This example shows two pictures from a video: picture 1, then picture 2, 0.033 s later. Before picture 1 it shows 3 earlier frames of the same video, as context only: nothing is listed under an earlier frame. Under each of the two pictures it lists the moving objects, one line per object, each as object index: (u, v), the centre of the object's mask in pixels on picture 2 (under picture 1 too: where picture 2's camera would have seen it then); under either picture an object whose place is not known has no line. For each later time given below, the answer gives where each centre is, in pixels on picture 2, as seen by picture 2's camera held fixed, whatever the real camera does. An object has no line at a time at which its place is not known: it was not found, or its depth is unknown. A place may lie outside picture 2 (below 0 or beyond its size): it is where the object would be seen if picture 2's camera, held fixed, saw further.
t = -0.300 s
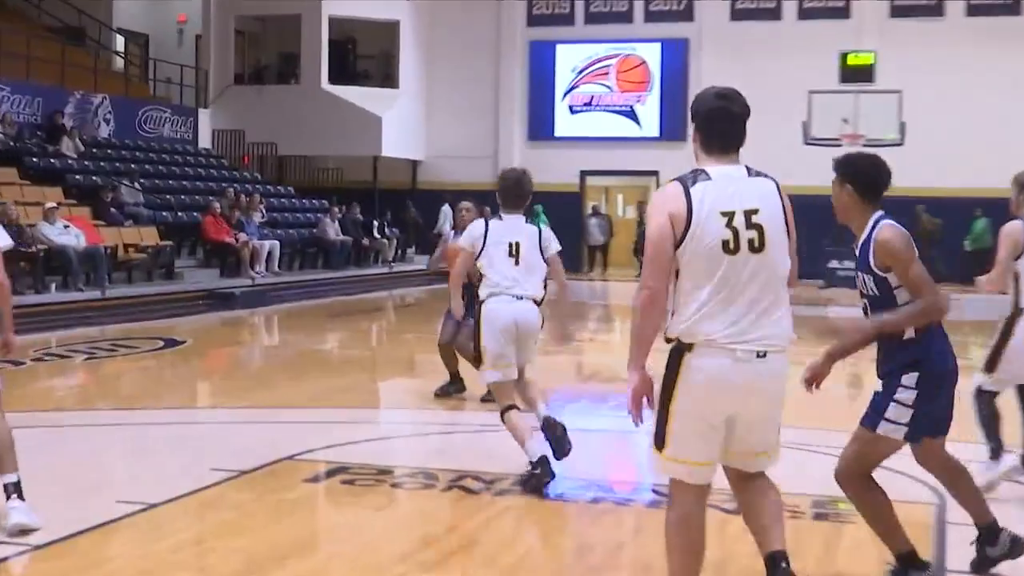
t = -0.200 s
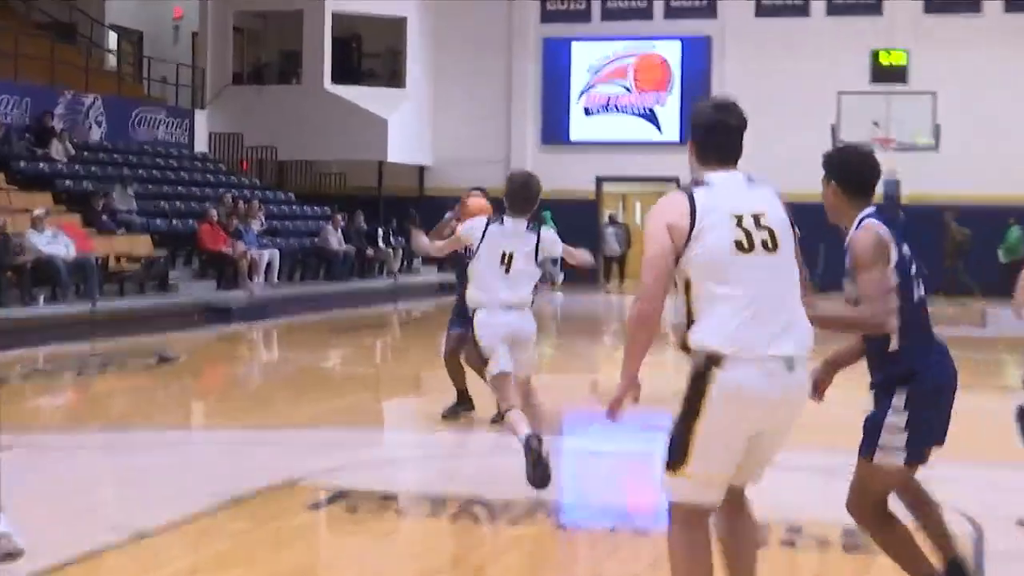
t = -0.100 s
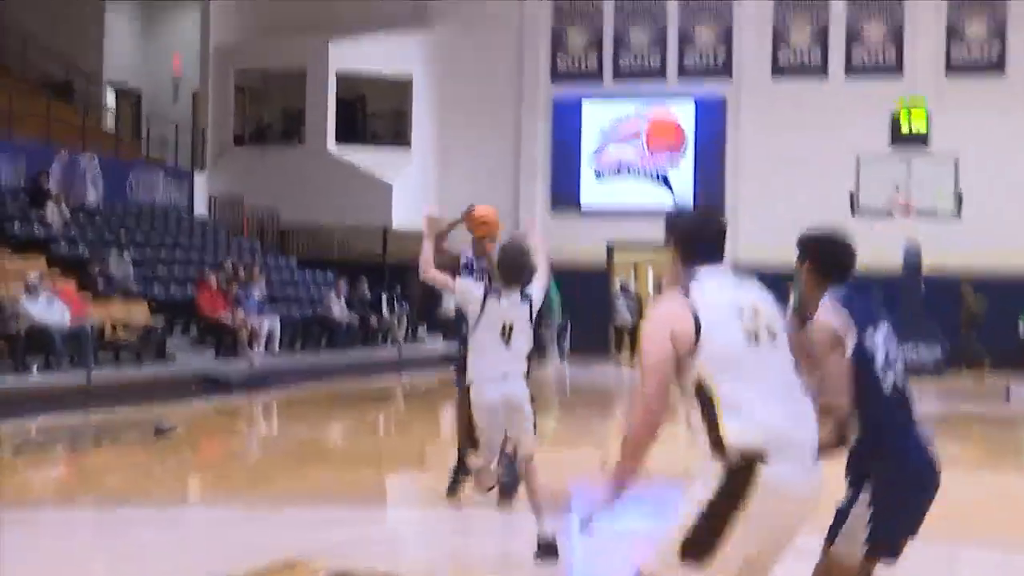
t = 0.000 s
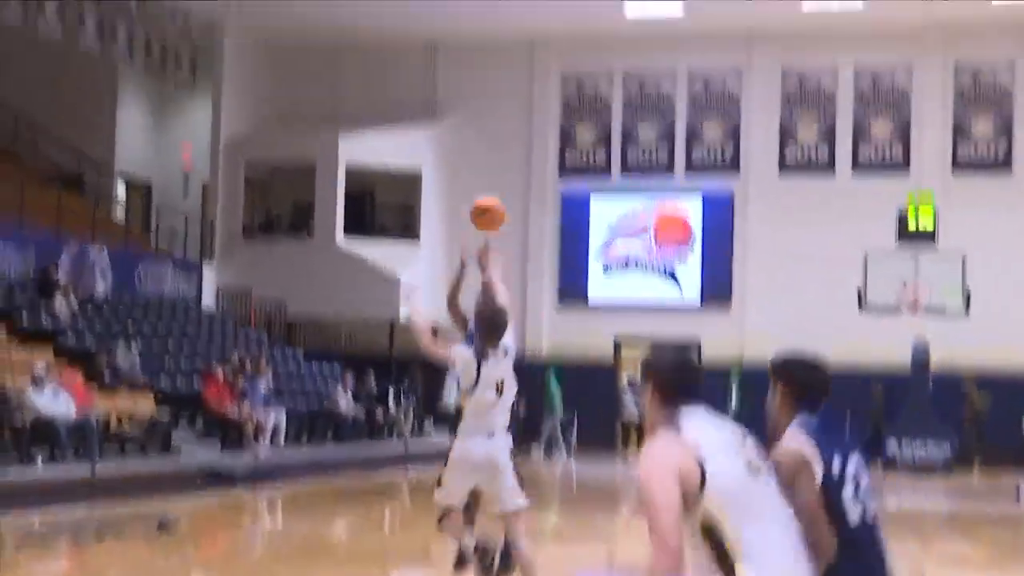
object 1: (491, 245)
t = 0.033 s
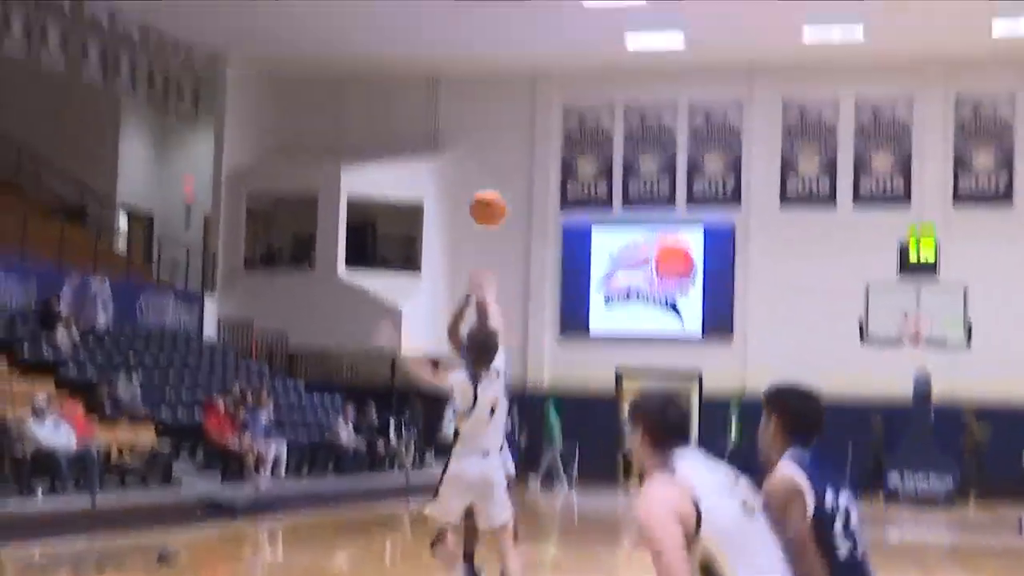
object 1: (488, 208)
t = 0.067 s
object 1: (486, 171)
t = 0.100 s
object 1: (486, 135)
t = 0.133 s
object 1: (484, 99)
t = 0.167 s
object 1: (484, 64)
